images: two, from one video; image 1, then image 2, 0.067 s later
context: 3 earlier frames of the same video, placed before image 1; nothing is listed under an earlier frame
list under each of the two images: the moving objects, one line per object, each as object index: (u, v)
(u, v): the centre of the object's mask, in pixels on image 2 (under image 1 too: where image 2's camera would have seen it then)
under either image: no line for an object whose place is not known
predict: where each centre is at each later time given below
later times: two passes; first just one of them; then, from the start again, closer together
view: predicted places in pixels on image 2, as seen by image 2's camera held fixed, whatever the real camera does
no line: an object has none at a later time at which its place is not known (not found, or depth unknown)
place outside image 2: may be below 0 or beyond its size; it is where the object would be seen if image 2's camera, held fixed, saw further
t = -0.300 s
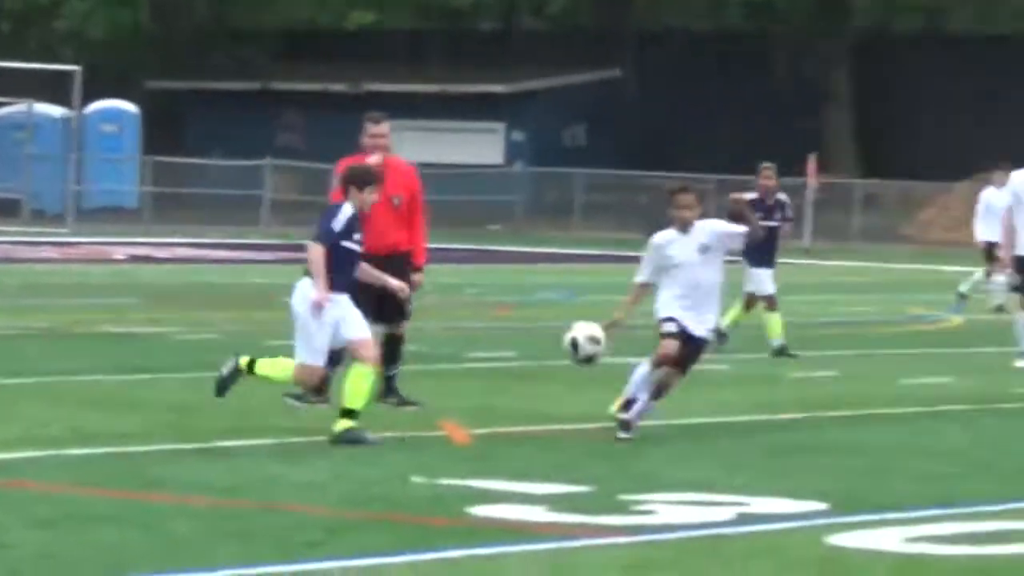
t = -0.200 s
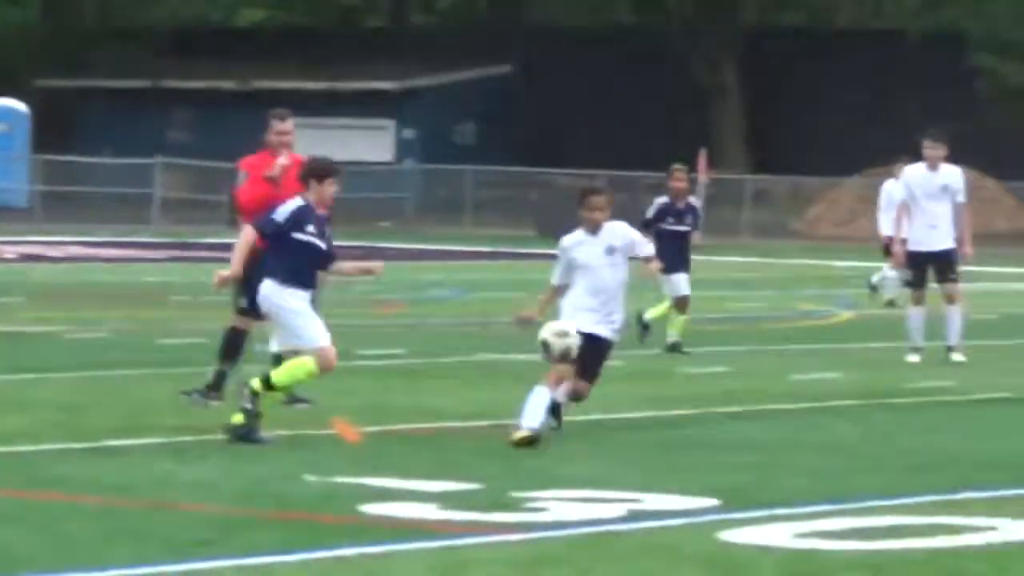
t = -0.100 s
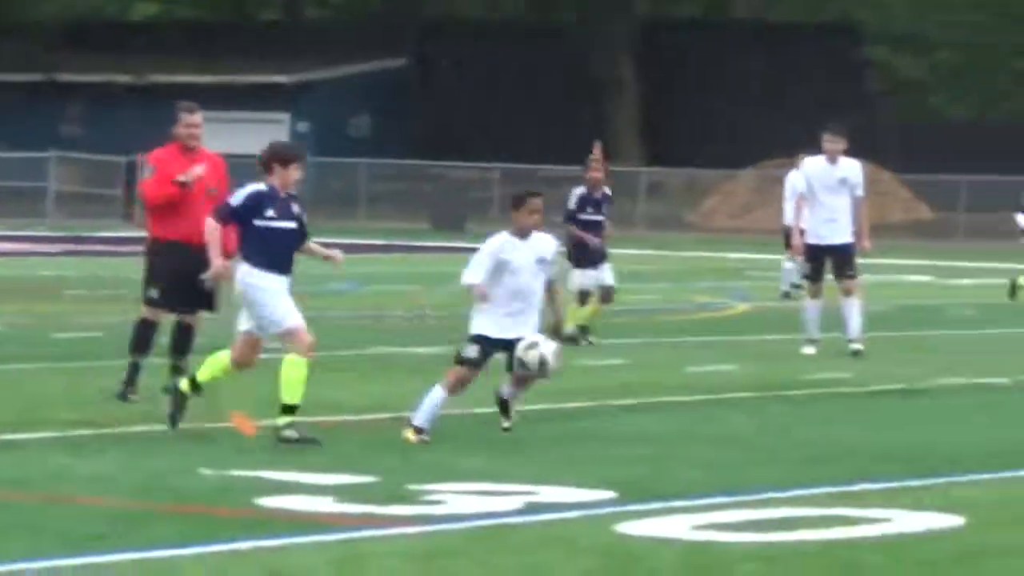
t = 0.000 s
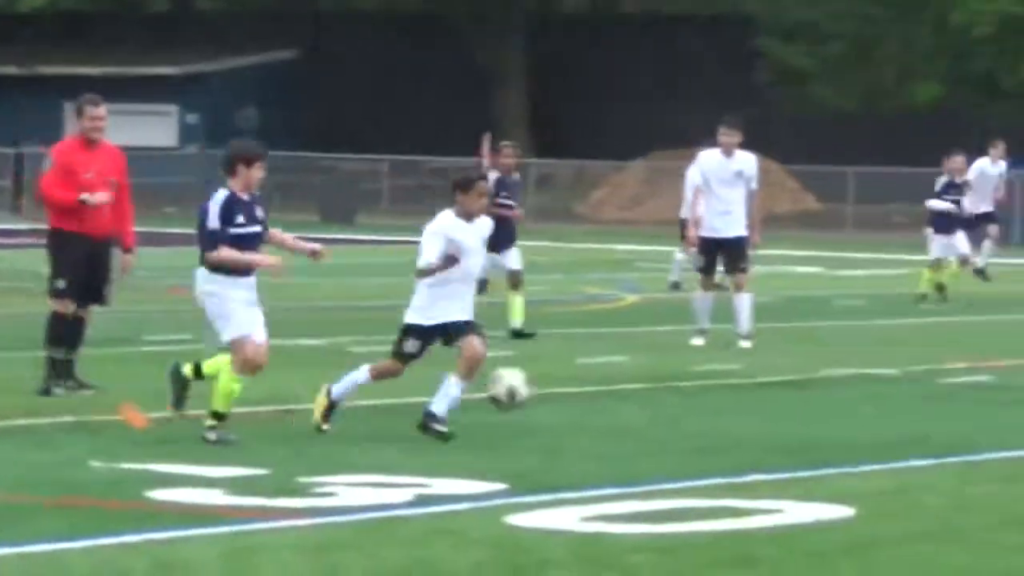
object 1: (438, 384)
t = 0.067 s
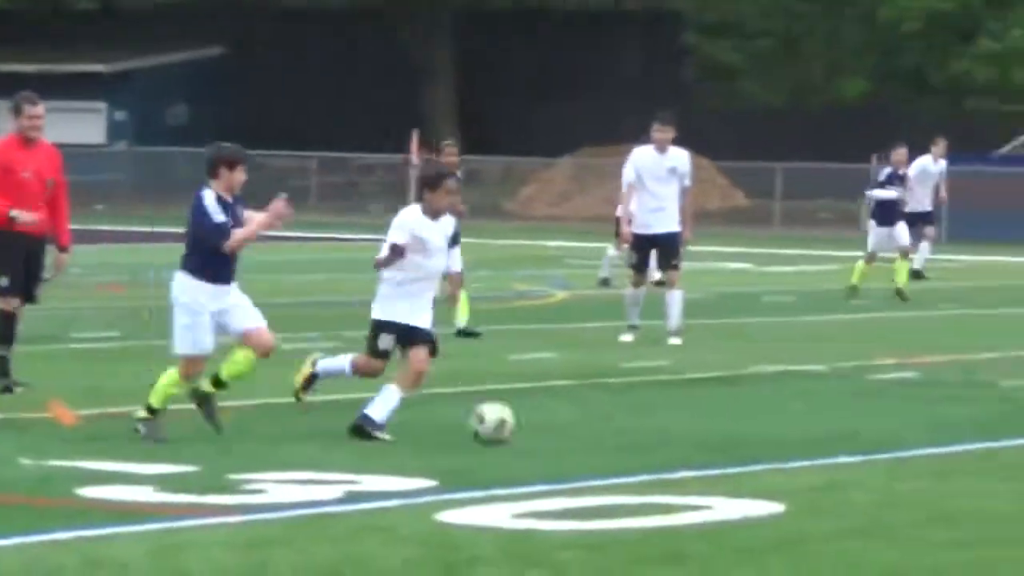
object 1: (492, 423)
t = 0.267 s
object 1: (672, 384)
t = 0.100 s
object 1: (524, 413)
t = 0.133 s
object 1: (554, 403)
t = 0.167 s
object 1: (582, 395)
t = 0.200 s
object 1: (610, 389)
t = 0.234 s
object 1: (641, 385)
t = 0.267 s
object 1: (672, 384)
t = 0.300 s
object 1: (700, 384)
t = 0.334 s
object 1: (729, 387)
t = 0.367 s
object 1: (759, 392)
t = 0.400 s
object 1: (790, 401)
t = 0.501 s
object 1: (878, 437)
